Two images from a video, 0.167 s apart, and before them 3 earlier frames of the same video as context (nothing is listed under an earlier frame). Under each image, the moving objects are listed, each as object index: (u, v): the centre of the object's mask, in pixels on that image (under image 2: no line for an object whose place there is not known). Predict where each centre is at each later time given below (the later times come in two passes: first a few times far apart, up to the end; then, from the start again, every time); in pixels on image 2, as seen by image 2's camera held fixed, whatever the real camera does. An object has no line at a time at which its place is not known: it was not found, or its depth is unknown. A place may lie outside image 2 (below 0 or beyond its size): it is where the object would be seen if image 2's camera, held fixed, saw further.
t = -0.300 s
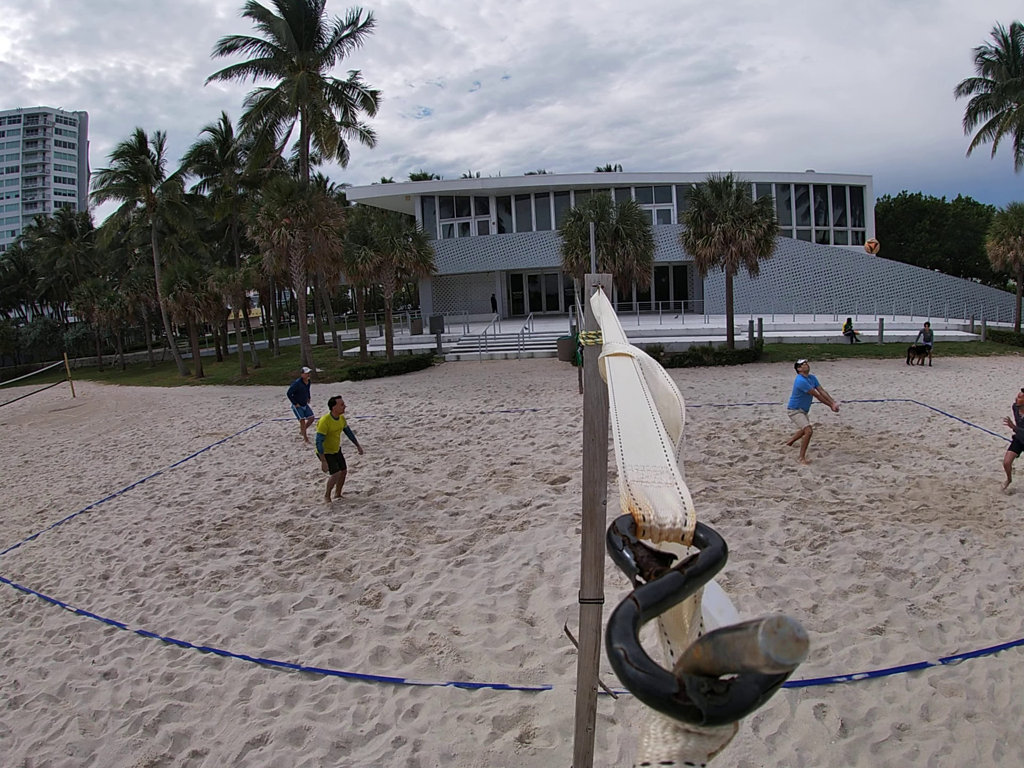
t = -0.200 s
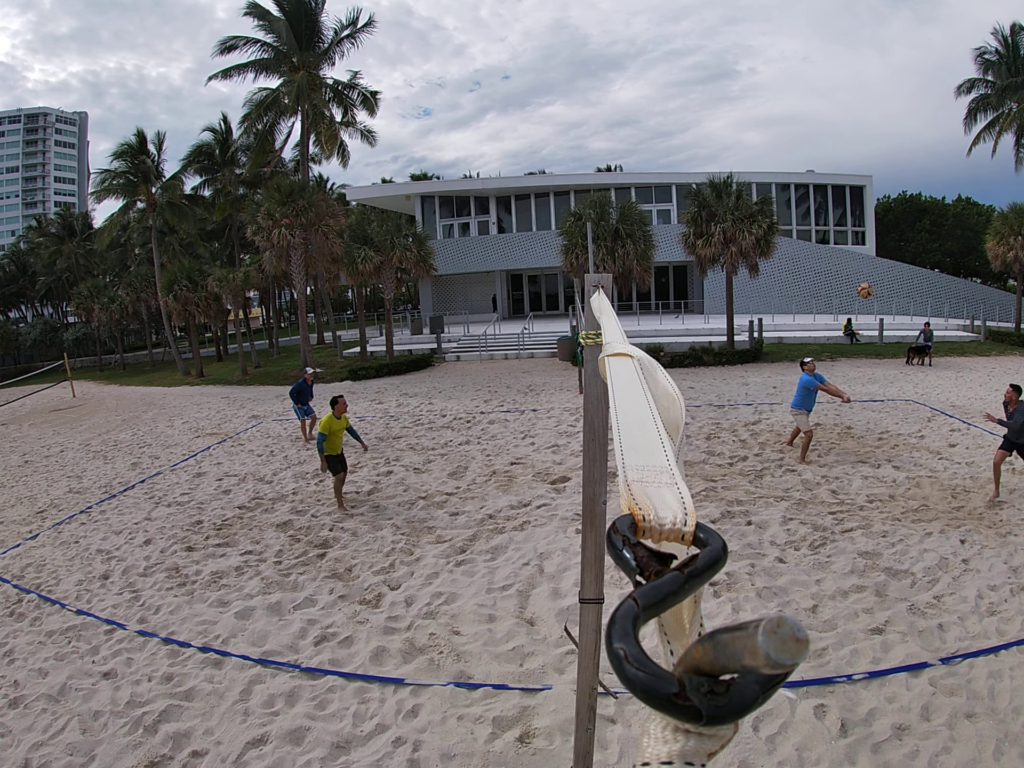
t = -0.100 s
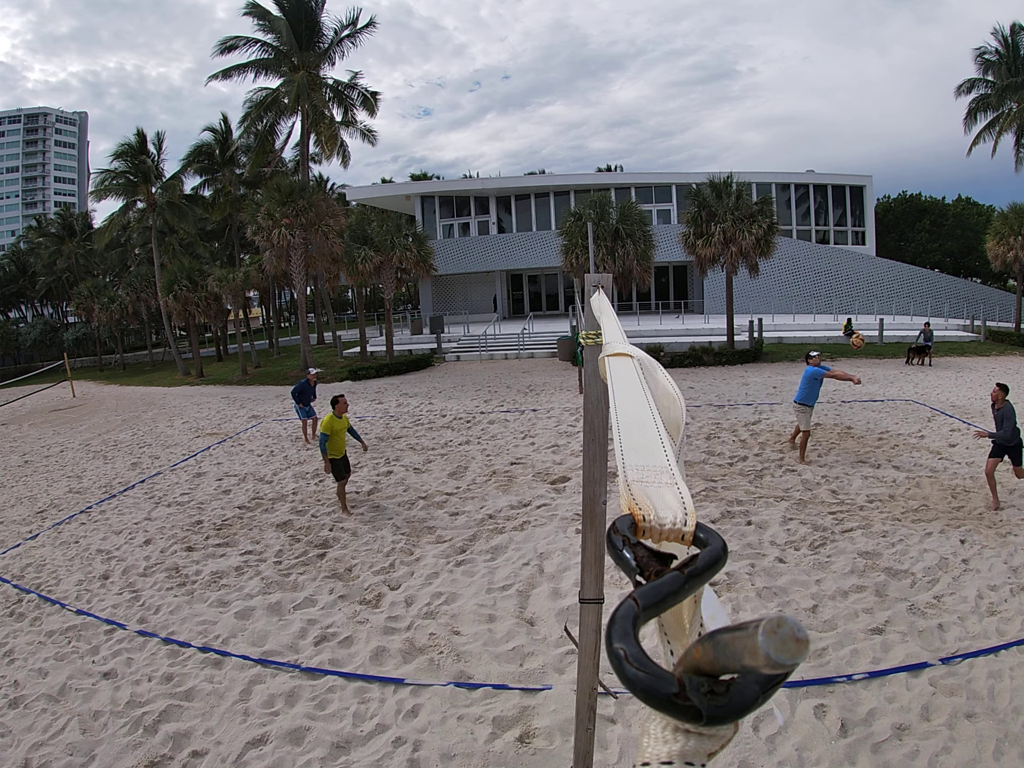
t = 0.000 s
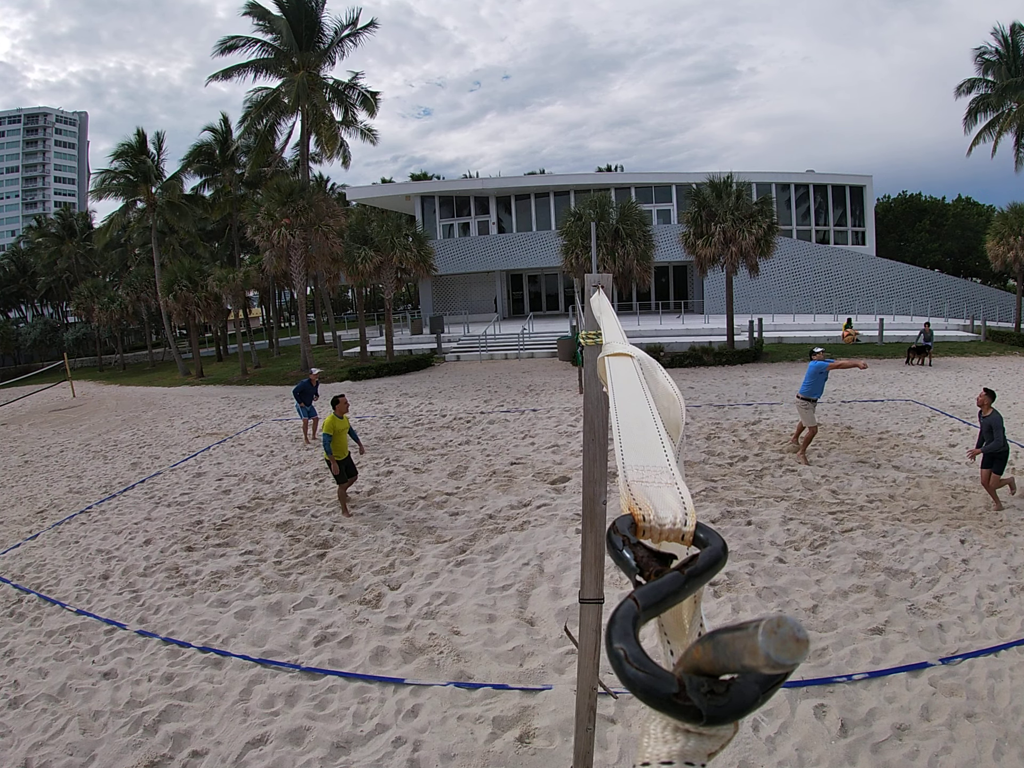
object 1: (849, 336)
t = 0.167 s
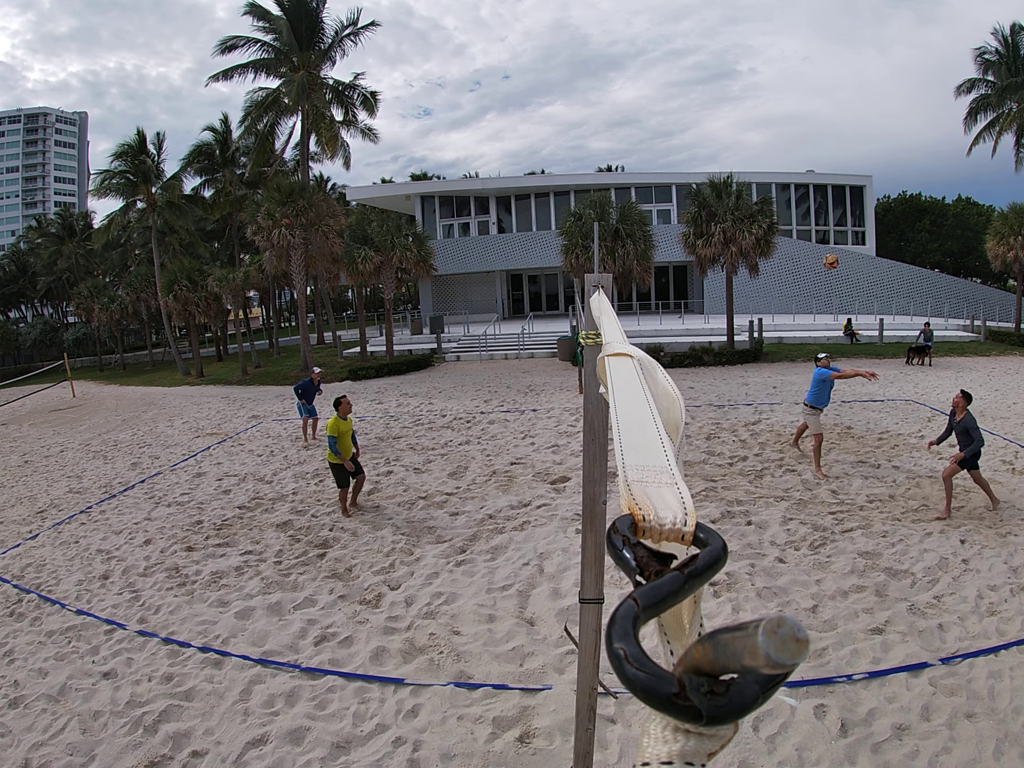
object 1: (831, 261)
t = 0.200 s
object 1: (827, 249)
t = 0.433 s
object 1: (796, 179)
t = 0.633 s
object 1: (768, 148)
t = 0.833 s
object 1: (741, 148)
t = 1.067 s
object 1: (711, 189)
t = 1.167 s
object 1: (698, 222)
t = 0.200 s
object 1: (827, 249)
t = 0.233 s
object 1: (823, 236)
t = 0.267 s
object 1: (818, 225)
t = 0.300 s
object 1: (813, 214)
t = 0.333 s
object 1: (809, 204)
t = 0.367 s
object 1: (804, 195)
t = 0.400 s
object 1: (801, 187)
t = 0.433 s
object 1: (796, 179)
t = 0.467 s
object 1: (791, 172)
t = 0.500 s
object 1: (786, 165)
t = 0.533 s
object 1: (782, 160)
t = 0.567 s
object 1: (777, 155)
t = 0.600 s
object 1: (773, 151)
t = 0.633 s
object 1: (768, 148)
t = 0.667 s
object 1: (764, 146)
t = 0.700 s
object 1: (759, 145)
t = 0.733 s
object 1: (755, 144)
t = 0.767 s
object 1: (750, 144)
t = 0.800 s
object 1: (746, 146)
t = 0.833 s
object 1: (741, 148)
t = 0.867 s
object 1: (737, 151)
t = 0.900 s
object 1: (732, 155)
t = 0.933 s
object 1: (728, 160)
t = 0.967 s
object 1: (724, 166)
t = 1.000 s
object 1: (720, 172)
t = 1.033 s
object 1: (715, 180)
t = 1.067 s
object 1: (711, 189)
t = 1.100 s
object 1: (706, 199)
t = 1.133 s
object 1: (702, 210)
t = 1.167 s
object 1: (698, 222)
